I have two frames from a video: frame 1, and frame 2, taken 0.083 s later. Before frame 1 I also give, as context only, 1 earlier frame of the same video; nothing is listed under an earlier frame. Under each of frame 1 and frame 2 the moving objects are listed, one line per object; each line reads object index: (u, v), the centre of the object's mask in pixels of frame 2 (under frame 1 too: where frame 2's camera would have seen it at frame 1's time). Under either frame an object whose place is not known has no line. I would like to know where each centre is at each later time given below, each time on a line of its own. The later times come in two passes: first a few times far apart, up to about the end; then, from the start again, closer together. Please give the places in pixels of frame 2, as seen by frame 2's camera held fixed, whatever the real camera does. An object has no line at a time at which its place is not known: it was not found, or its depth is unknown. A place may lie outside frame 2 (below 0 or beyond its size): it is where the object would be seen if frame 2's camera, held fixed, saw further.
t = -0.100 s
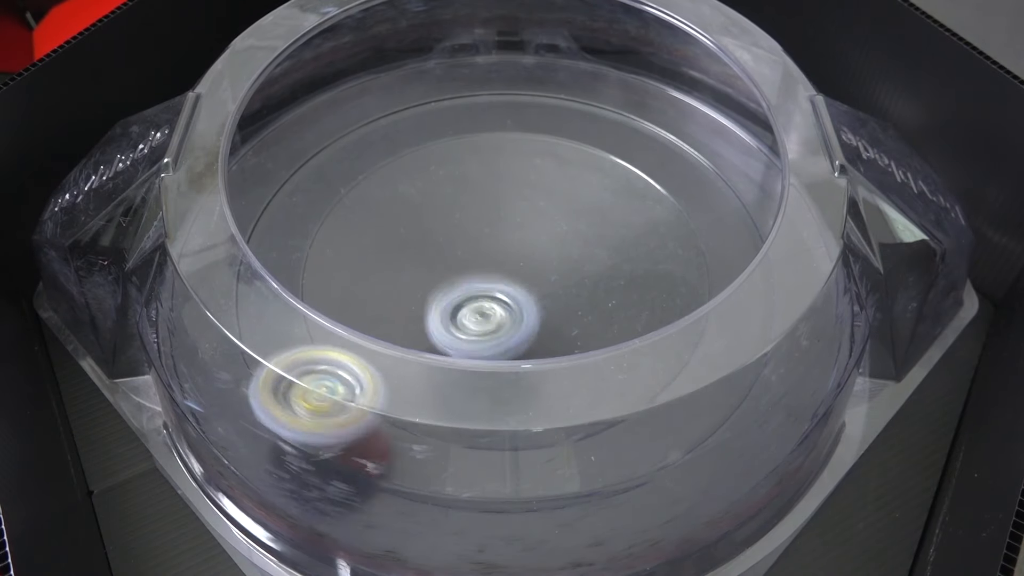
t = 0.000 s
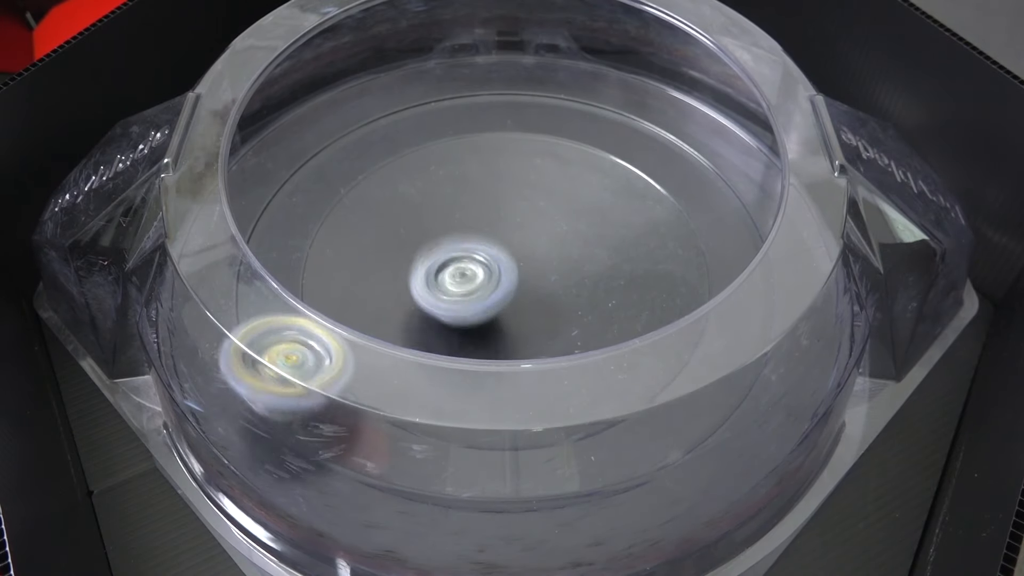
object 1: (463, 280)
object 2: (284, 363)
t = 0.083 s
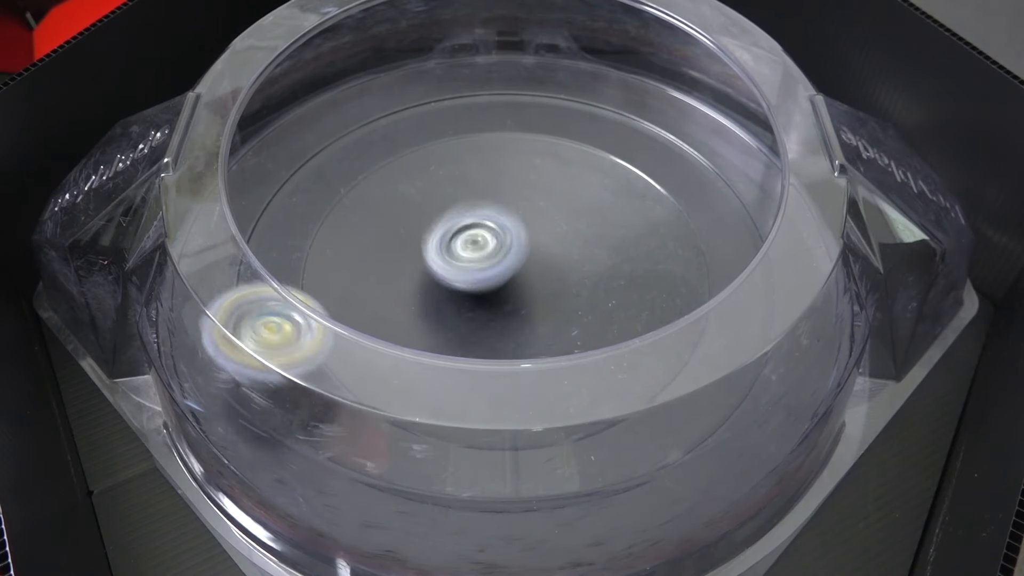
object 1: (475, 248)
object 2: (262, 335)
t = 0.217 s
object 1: (521, 215)
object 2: (247, 275)
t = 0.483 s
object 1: (600, 243)
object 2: (279, 179)
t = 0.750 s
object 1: (488, 284)
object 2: (355, 110)
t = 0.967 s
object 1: (448, 224)
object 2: (421, 87)
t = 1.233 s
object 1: (526, 213)
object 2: (492, 78)
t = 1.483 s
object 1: (512, 302)
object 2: (581, 102)
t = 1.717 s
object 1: (433, 290)
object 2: (594, 191)
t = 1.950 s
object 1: (459, 233)
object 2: (572, 287)
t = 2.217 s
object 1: (547, 252)
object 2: (572, 324)
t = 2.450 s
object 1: (539, 250)
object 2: (540, 352)
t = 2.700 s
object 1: (515, 224)
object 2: (485, 309)
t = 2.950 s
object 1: (575, 212)
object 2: (431, 290)
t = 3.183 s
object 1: (579, 257)
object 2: (441, 268)
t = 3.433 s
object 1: (569, 301)
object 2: (478, 243)
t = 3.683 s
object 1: (481, 307)
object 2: (530, 238)
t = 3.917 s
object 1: (441, 257)
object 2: (540, 265)
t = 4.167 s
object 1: (483, 214)
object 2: (519, 288)
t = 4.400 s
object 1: (547, 206)
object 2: (476, 280)
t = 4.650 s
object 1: (558, 268)
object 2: (465, 248)
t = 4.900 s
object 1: (515, 309)
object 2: (510, 227)
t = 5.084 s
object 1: (465, 294)
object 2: (536, 237)
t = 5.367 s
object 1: (449, 246)
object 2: (542, 285)
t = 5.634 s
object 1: (508, 225)
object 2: (497, 305)
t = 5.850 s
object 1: (553, 244)
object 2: (465, 279)
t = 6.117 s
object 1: (552, 291)
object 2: (479, 236)
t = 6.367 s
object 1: (496, 308)
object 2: (525, 229)
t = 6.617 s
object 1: (458, 270)
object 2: (559, 262)
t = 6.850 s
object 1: (483, 234)
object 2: (543, 295)
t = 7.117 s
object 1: (542, 229)
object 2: (485, 302)
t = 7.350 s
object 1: (575, 266)
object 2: (450, 270)
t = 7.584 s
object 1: (624, 262)
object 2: (422, 249)
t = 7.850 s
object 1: (574, 296)
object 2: (514, 230)
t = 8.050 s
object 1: (532, 312)
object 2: (543, 219)
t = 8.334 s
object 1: (470, 309)
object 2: (527, 246)
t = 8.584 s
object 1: (442, 283)
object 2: (542, 287)
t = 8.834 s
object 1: (446, 250)
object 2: (546, 279)
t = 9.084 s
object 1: (453, 226)
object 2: (533, 290)
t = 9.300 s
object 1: (468, 222)
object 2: (548, 279)
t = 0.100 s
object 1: (481, 242)
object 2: (258, 328)
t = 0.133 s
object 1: (492, 233)
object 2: (250, 315)
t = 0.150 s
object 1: (497, 228)
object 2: (245, 309)
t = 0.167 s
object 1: (502, 223)
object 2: (251, 297)
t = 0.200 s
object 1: (514, 217)
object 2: (249, 281)
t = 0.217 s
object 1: (521, 215)
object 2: (247, 275)
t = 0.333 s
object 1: (565, 212)
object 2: (254, 226)
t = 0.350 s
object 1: (571, 213)
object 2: (256, 219)
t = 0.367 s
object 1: (576, 215)
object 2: (259, 215)
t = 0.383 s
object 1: (582, 217)
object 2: (261, 209)
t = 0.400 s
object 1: (587, 221)
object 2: (272, 204)
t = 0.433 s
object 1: (596, 228)
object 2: (274, 195)
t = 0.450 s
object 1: (599, 233)
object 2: (275, 189)
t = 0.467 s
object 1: (600, 237)
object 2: (277, 185)
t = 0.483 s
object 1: (600, 243)
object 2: (279, 179)
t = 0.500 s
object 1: (599, 249)
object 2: (282, 174)
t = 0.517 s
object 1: (596, 255)
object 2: (284, 168)
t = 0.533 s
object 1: (592, 261)
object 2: (288, 163)
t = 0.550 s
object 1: (588, 265)
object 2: (292, 158)
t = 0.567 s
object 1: (583, 270)
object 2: (296, 153)
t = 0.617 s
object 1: (560, 284)
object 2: (311, 138)
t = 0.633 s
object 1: (551, 288)
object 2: (316, 134)
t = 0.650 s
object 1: (542, 290)
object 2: (322, 129)
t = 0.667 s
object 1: (533, 291)
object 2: (327, 126)
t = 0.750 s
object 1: (488, 284)
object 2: (355, 110)
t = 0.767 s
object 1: (481, 281)
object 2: (360, 107)
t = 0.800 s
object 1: (469, 273)
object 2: (371, 102)
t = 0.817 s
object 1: (465, 270)
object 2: (377, 100)
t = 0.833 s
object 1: (460, 265)
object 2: (382, 98)
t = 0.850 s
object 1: (457, 260)
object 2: (388, 96)
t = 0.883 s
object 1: (452, 250)
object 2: (399, 92)
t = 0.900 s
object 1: (449, 244)
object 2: (402, 92)
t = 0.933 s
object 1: (448, 234)
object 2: (412, 89)
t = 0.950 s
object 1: (447, 229)
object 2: (418, 88)
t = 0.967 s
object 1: (448, 224)
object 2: (421, 87)
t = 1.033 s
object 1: (458, 206)
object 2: (440, 83)
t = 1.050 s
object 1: (462, 202)
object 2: (446, 81)
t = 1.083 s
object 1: (472, 196)
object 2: (454, 80)
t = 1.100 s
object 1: (478, 194)
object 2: (457, 79)
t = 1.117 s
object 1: (484, 193)
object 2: (463, 78)
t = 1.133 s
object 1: (491, 193)
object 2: (466, 78)
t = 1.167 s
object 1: (504, 197)
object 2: (475, 78)
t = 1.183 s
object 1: (510, 199)
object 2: (481, 78)
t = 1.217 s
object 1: (521, 207)
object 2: (489, 78)
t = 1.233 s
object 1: (526, 213)
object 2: (492, 78)
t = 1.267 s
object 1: (535, 227)
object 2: (501, 78)
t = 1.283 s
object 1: (539, 234)
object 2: (508, 78)
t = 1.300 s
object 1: (541, 241)
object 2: (512, 79)
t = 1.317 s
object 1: (543, 247)
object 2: (519, 79)
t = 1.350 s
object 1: (543, 260)
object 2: (530, 81)
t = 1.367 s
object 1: (540, 266)
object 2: (535, 82)
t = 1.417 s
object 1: (531, 284)
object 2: (556, 88)
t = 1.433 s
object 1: (528, 290)
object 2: (561, 92)
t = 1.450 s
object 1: (523, 294)
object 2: (569, 95)
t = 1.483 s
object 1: (512, 302)
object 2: (581, 102)
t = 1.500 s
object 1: (506, 304)
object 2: (586, 106)
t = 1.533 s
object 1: (495, 308)
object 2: (597, 115)
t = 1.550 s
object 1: (489, 309)
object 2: (603, 119)
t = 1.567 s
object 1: (482, 309)
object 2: (606, 124)
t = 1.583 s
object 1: (477, 309)
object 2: (610, 130)
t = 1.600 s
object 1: (470, 308)
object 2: (611, 137)
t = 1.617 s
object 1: (464, 307)
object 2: (612, 144)
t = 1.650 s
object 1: (452, 303)
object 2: (608, 159)
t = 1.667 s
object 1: (446, 300)
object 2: (605, 168)
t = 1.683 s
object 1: (441, 297)
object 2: (601, 174)
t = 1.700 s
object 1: (436, 293)
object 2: (598, 184)
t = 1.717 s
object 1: (433, 290)
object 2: (594, 191)
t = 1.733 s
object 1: (431, 285)
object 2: (590, 201)
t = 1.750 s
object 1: (429, 279)
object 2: (585, 208)
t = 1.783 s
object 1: (430, 269)
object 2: (575, 226)
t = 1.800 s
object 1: (433, 264)
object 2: (571, 235)
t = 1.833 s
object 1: (441, 254)
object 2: (560, 251)
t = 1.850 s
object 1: (446, 250)
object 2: (555, 259)
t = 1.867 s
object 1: (446, 247)
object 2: (557, 266)
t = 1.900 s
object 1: (446, 240)
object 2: (565, 275)
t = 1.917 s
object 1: (449, 237)
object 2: (567, 279)
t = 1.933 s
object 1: (453, 234)
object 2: (571, 283)
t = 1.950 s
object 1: (459, 233)
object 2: (572, 287)
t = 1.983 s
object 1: (473, 230)
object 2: (575, 293)
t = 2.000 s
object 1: (481, 230)
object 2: (577, 296)
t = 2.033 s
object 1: (496, 232)
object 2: (578, 300)
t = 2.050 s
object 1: (503, 234)
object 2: (577, 302)
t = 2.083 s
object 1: (517, 237)
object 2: (575, 306)
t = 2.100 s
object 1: (523, 239)
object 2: (576, 307)
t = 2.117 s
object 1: (527, 241)
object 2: (575, 310)
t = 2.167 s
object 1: (540, 246)
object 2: (576, 317)
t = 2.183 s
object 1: (543, 248)
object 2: (574, 320)
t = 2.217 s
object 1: (547, 252)
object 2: (572, 324)
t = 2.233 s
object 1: (548, 253)
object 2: (571, 327)
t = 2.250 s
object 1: (549, 251)
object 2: (570, 329)
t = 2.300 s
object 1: (550, 248)
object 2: (564, 336)
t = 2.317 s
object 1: (549, 247)
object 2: (562, 337)
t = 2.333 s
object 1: (550, 248)
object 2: (559, 338)
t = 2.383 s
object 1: (547, 248)
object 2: (552, 341)
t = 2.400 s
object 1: (547, 249)
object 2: (549, 340)
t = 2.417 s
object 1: (545, 249)
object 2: (547, 341)
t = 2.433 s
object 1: (543, 250)
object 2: (546, 352)
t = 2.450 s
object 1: (539, 250)
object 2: (540, 352)
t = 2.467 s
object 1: (536, 249)
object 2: (538, 349)
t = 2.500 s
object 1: (528, 247)
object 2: (532, 337)
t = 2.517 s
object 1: (524, 245)
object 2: (528, 337)
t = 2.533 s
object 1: (521, 243)
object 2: (525, 344)
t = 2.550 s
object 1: (518, 241)
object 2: (521, 334)
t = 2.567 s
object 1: (515, 238)
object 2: (518, 332)
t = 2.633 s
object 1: (511, 229)
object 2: (500, 322)
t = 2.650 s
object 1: (510, 227)
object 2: (496, 319)
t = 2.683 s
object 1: (513, 223)
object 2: (489, 313)
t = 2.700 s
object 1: (515, 224)
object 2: (485, 309)
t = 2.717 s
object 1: (516, 222)
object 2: (483, 304)
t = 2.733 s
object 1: (517, 224)
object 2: (479, 300)
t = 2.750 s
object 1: (520, 222)
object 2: (474, 298)
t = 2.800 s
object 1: (540, 201)
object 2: (452, 302)
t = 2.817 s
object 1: (546, 198)
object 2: (448, 303)
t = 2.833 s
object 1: (551, 197)
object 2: (443, 302)
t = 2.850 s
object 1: (556, 196)
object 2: (441, 302)
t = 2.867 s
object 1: (561, 197)
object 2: (438, 300)
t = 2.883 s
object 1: (565, 198)
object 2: (435, 299)
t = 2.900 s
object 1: (568, 200)
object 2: (433, 297)
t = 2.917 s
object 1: (571, 203)
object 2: (431, 296)
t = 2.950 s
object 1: (575, 212)
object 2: (431, 290)
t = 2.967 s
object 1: (575, 216)
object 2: (432, 288)
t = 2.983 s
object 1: (575, 221)
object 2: (433, 285)
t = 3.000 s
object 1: (574, 226)
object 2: (433, 284)
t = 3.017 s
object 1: (572, 232)
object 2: (437, 280)
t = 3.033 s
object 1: (570, 238)
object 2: (439, 278)
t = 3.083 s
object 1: (557, 254)
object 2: (451, 273)
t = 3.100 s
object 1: (554, 259)
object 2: (455, 271)
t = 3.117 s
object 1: (558, 256)
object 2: (453, 273)
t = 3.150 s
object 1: (572, 258)
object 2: (445, 270)
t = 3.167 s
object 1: (577, 257)
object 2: (442, 270)
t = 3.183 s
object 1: (579, 257)
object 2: (441, 268)
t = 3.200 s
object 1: (583, 258)
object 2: (442, 267)
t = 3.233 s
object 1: (581, 260)
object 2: (445, 262)
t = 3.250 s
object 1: (580, 261)
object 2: (450, 261)
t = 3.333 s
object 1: (573, 278)
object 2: (470, 254)
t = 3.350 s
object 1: (572, 281)
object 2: (473, 251)
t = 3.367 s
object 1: (575, 286)
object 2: (474, 252)
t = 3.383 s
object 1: (576, 290)
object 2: (474, 247)
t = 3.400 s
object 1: (574, 294)
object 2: (476, 246)
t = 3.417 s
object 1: (572, 298)
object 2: (476, 245)
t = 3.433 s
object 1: (569, 301)
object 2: (478, 243)
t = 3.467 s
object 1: (561, 307)
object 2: (483, 242)
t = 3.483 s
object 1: (556, 308)
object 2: (487, 240)
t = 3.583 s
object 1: (517, 313)
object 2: (506, 237)
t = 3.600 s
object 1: (512, 313)
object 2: (511, 235)
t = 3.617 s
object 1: (505, 313)
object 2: (514, 236)
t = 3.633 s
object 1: (498, 312)
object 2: (518, 235)
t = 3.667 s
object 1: (486, 308)
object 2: (527, 238)
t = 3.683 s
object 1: (481, 307)
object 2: (530, 238)
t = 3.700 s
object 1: (476, 304)
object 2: (534, 240)
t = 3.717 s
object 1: (470, 301)
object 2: (534, 242)
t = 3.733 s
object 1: (465, 298)
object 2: (537, 243)
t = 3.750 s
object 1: (462, 294)
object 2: (539, 247)
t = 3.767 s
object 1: (459, 291)
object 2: (538, 248)
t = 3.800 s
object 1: (452, 284)
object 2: (539, 252)
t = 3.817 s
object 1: (450, 280)
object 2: (540, 253)
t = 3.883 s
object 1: (444, 266)
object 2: (540, 262)
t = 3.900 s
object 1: (443, 262)
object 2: (541, 262)
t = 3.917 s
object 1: (441, 257)
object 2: (540, 265)
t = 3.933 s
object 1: (441, 253)
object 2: (539, 268)
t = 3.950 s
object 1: (442, 249)
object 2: (538, 270)
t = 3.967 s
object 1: (442, 246)
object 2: (538, 272)
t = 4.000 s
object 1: (446, 237)
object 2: (534, 276)
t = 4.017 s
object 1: (450, 234)
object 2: (533, 279)
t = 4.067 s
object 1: (459, 226)
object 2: (530, 283)
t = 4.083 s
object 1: (464, 221)
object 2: (529, 284)
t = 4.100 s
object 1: (468, 219)
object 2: (527, 285)
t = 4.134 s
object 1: (473, 216)
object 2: (523, 287)
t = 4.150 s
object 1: (477, 215)
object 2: (521, 289)
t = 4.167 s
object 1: (483, 214)
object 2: (519, 288)
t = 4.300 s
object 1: (519, 207)
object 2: (498, 291)
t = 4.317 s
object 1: (525, 205)
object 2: (494, 290)
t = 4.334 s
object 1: (529, 205)
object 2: (489, 288)
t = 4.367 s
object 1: (538, 204)
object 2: (482, 284)
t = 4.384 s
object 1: (544, 205)
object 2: (479, 283)
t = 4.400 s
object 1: (547, 206)
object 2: (476, 280)
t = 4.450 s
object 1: (558, 214)
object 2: (471, 273)
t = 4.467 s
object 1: (561, 218)
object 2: (469, 270)
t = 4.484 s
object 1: (561, 222)
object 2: (468, 268)
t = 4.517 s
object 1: (564, 231)
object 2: (466, 263)
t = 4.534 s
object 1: (564, 237)
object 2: (466, 260)
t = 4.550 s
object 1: (562, 242)
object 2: (465, 258)
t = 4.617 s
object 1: (557, 259)
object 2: (465, 251)
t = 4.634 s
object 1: (556, 263)
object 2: (465, 250)
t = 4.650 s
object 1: (558, 268)
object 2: (465, 248)
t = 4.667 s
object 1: (559, 273)
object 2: (467, 247)
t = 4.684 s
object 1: (556, 276)
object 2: (467, 245)
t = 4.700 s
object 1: (556, 280)
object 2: (469, 242)
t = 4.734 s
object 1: (555, 289)
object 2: (474, 240)
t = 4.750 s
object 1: (551, 291)
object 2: (476, 236)
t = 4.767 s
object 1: (550, 294)
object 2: (479, 236)
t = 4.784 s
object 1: (547, 298)
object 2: (483, 235)
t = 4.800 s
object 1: (543, 302)
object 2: (487, 233)
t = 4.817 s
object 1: (539, 303)
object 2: (490, 232)
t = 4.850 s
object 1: (531, 307)
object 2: (498, 229)
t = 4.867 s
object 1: (524, 309)
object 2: (502, 229)
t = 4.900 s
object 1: (515, 309)
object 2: (510, 227)
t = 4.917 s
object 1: (509, 309)
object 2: (513, 229)
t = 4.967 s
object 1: (496, 307)
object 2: (521, 228)
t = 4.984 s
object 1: (488, 305)
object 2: (525, 229)
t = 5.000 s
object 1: (485, 305)
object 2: (527, 231)
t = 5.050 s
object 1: (472, 300)
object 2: (533, 235)
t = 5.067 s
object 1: (470, 297)
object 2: (535, 235)
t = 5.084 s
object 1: (465, 294)
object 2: (536, 237)
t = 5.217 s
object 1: (448, 272)
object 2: (546, 256)
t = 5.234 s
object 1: (445, 270)
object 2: (547, 258)
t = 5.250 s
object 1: (442, 266)
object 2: (547, 263)
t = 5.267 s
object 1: (442, 264)
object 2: (547, 267)
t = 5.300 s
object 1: (439, 257)
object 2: (547, 273)
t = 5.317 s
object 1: (442, 255)
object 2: (545, 276)
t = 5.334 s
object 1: (442, 252)
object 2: (545, 280)
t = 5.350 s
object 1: (444, 248)
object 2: (544, 282)
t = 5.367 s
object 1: (449, 246)
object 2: (542, 285)
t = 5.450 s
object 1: (466, 239)
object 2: (534, 296)
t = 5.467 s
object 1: (471, 237)
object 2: (533, 298)
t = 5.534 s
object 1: (481, 229)
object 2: (519, 304)
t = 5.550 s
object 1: (488, 227)
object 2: (516, 305)
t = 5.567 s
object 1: (491, 227)
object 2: (513, 305)
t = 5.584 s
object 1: (494, 225)
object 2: (508, 306)
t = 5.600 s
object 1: (502, 225)
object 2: (504, 305)
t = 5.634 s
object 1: (508, 225)
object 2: (497, 305)
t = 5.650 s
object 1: (514, 227)
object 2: (494, 304)
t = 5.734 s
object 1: (533, 231)
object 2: (479, 297)
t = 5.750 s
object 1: (535, 232)
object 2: (476, 295)
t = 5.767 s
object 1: (539, 233)
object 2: (475, 293)
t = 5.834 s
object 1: (553, 240)
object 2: (466, 282)
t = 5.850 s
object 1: (553, 244)
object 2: (465, 279)
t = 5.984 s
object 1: (561, 266)
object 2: (464, 258)
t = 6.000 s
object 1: (564, 270)
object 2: (465, 254)
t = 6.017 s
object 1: (563, 274)
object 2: (467, 252)
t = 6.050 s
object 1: (564, 280)
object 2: (470, 246)
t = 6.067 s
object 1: (559, 283)
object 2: (472, 243)
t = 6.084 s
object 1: (559, 285)
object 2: (474, 241)
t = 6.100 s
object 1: (556, 289)
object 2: (477, 238)
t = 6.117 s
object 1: (552, 291)
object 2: (479, 236)
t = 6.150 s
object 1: (544, 295)
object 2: (484, 231)
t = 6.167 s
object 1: (541, 295)
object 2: (487, 230)
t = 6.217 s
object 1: (532, 300)
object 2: (494, 227)
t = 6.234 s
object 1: (526, 302)
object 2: (497, 225)
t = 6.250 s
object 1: (524, 303)
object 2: (500, 225)
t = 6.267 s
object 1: (522, 306)
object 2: (503, 226)
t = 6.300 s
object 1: (515, 307)
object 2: (510, 225)
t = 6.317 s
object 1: (507, 308)
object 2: (514, 226)
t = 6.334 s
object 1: (505, 309)
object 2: (517, 227)
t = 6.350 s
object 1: (500, 308)
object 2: (521, 229)
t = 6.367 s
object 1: (496, 308)
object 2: (525, 229)
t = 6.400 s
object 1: (487, 304)
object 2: (531, 232)
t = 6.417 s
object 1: (487, 303)
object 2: (535, 233)
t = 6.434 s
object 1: (481, 299)
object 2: (537, 235)
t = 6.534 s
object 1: (465, 285)
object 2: (551, 249)
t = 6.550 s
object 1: (461, 283)
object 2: (555, 251)
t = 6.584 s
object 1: (460, 278)
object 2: (558, 257)
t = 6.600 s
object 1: (457, 273)
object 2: (559, 259)
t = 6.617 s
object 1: (458, 270)
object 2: (559, 262)
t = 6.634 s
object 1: (454, 267)
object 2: (559, 265)
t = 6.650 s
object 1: (457, 263)
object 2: (560, 267)
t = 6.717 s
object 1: (457, 251)
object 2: (558, 278)
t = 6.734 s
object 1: (462, 248)
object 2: (557, 280)
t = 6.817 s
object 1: (476, 237)
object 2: (548, 291)
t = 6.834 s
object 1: (477, 235)
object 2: (546, 293)
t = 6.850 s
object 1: (483, 234)
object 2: (543, 295)
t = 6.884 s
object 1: (490, 232)
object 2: (537, 298)
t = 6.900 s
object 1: (494, 231)
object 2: (534, 299)
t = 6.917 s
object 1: (496, 230)
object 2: (531, 301)
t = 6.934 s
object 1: (504, 229)
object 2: (527, 303)
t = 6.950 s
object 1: (504, 228)
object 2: (523, 304)
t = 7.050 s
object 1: (529, 227)
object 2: (496, 306)
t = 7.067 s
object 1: (531, 228)
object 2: (492, 304)
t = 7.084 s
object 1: (535, 227)
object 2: (490, 304)
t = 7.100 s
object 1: (541, 228)
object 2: (487, 303)
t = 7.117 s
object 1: (542, 229)
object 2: (485, 302)
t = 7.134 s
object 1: (548, 230)
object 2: (482, 300)
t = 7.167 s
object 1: (554, 233)
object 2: (477, 297)
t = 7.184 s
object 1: (557, 236)
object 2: (476, 294)
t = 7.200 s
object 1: (557, 239)
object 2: (474, 293)
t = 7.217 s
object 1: (562, 241)
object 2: (472, 291)
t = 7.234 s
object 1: (560, 244)
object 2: (472, 289)
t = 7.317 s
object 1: (556, 259)
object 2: (468, 277)
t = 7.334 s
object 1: (563, 262)
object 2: (461, 273)
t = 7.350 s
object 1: (575, 266)
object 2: (450, 270)
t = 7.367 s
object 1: (590, 262)
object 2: (436, 268)
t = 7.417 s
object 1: (615, 257)
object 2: (412, 259)
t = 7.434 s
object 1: (623, 254)
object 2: (408, 257)
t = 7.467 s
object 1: (632, 254)
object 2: (406, 252)
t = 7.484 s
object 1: (630, 253)
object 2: (407, 250)
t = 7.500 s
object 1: (632, 253)
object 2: (408, 249)
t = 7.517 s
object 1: (629, 255)
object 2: (411, 248)
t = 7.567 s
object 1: (629, 260)
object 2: (419, 249)
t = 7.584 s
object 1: (624, 262)
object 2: (422, 249)
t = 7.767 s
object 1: (584, 286)
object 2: (484, 250)
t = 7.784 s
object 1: (578, 287)
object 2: (491, 249)
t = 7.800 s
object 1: (576, 290)
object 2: (499, 246)
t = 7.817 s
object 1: (572, 291)
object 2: (504, 239)
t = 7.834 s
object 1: (574, 297)
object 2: (510, 235)
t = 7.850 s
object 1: (574, 296)
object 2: (514, 230)
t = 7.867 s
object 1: (574, 300)
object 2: (521, 228)
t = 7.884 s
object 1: (571, 298)
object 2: (523, 223)
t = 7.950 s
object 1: (557, 304)
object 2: (539, 216)
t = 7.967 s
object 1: (549, 306)
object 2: (541, 217)
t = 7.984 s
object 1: (549, 307)
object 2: (542, 216)
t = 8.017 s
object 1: (540, 310)
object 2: (543, 216)
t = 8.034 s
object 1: (537, 311)
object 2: (544, 216)
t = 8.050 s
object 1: (532, 312)
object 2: (543, 219)
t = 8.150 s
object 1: (507, 316)
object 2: (533, 227)
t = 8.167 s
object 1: (507, 317)
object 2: (530, 228)
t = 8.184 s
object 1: (502, 317)
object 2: (529, 229)
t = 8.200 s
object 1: (498, 317)
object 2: (528, 230)
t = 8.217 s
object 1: (494, 317)
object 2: (527, 231)
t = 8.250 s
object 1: (488, 315)
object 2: (526, 234)
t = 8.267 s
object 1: (481, 313)
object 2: (526, 237)
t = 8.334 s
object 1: (470, 309)
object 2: (527, 246)
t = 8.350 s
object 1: (465, 309)
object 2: (528, 249)
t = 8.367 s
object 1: (463, 309)
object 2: (530, 252)
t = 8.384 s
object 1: (460, 308)
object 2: (533, 254)
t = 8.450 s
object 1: (454, 301)
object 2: (539, 268)
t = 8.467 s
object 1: (451, 300)
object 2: (541, 271)
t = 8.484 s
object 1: (451, 298)
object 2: (541, 275)
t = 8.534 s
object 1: (444, 290)
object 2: (542, 282)
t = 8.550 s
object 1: (442, 289)
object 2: (542, 284)
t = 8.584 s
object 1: (442, 283)
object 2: (542, 287)
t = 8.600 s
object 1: (445, 281)
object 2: (541, 288)
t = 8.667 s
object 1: (446, 271)
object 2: (540, 287)
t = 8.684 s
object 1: (449, 269)
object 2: (539, 287)
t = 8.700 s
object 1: (449, 267)
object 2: (539, 286)
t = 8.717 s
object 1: (450, 266)
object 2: (539, 286)
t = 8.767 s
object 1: (447, 257)
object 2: (546, 282)
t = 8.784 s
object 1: (444, 256)
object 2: (547, 282)
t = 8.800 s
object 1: (444, 256)
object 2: (547, 281)
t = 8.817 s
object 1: (450, 252)
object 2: (546, 280)
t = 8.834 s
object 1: (446, 250)
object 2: (546, 279)
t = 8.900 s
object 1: (446, 246)
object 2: (550, 280)
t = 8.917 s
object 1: (445, 243)
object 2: (549, 281)
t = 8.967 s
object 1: (448, 239)
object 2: (543, 284)
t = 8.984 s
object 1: (451, 238)
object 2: (541, 286)
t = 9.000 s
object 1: (451, 233)
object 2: (538, 287)
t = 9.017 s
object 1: (450, 233)
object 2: (536, 289)
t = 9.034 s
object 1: (453, 231)
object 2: (536, 290)
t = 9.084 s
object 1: (453, 226)
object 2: (533, 290)
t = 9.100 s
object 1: (451, 224)
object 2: (531, 290)
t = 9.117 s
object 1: (452, 226)
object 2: (529, 290)
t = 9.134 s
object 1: (457, 224)
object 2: (527, 290)
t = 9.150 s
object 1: (456, 223)
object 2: (528, 291)
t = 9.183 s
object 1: (459, 221)
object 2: (542, 294)
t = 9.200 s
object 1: (454, 220)
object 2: (548, 293)
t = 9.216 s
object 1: (454, 223)
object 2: (553, 291)
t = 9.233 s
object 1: (459, 223)
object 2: (554, 288)
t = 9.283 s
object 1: (468, 224)
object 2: (549, 281)
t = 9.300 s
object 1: (468, 222)
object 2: (548, 279)
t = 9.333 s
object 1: (471, 226)
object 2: (553, 274)
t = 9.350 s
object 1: (473, 226)
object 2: (555, 272)
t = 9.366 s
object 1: (471, 226)
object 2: (557, 271)
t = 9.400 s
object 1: (471, 228)
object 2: (561, 269)
